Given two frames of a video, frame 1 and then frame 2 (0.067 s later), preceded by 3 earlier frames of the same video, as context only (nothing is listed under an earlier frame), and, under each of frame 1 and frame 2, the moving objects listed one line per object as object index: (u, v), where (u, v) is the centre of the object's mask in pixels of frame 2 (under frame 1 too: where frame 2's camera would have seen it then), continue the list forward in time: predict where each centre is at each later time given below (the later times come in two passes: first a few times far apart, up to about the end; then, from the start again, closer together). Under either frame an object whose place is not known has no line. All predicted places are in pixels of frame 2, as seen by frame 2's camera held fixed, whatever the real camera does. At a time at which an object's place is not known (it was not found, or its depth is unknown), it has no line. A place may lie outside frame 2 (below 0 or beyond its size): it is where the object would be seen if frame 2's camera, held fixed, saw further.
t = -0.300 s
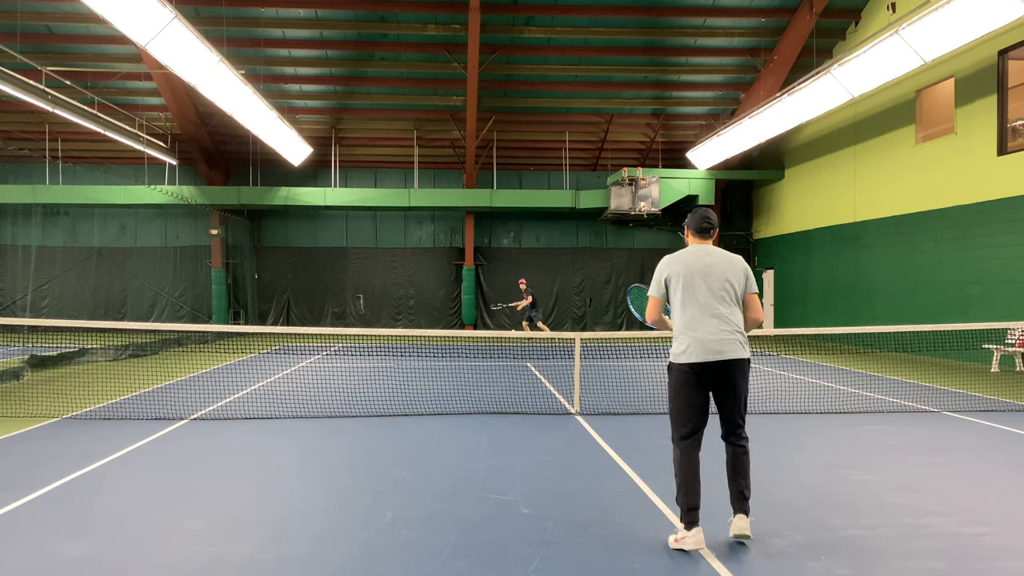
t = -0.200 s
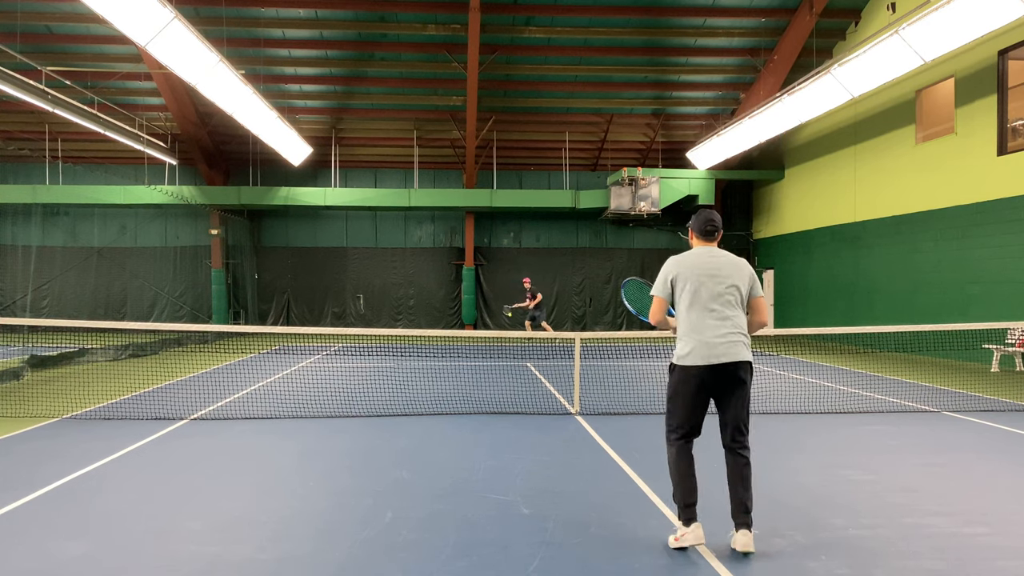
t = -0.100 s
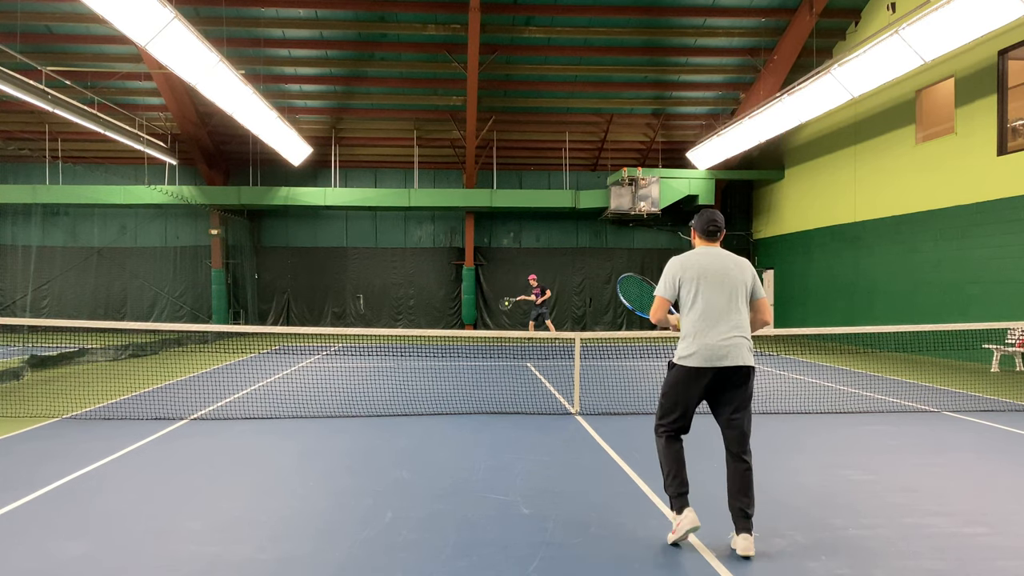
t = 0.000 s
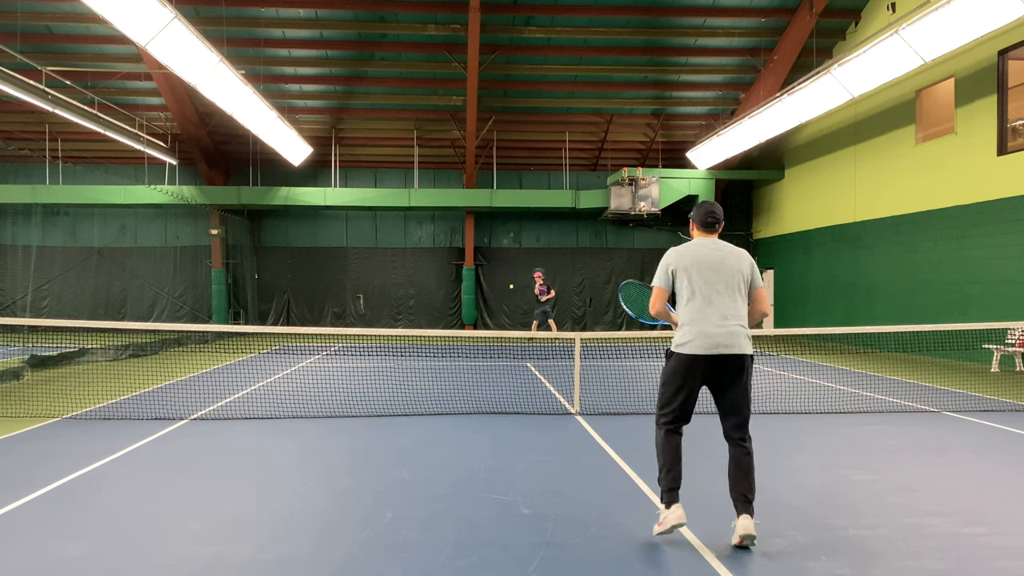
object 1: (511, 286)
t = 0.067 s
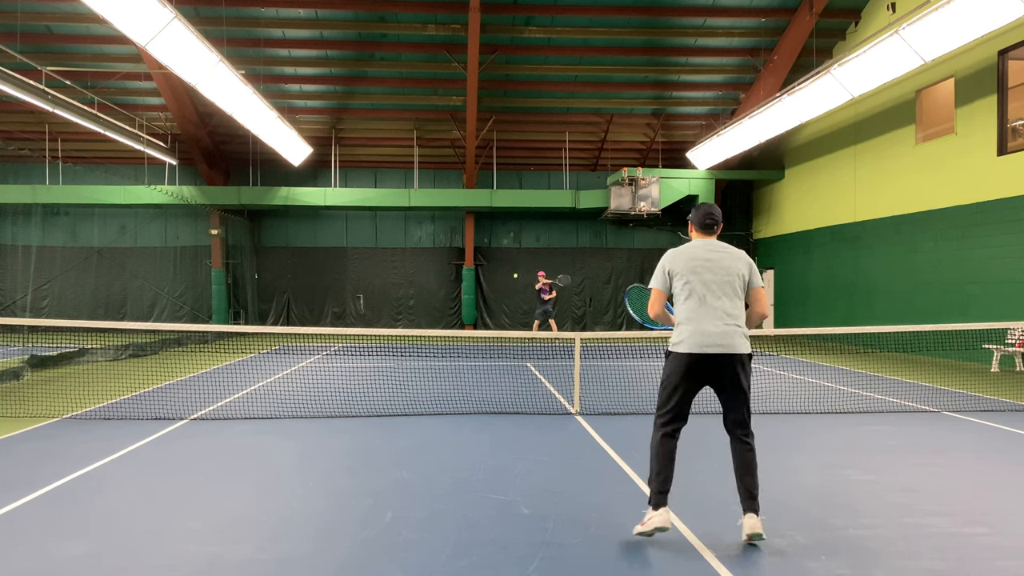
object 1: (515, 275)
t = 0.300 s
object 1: (533, 248)
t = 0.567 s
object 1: (565, 257)
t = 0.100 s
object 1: (517, 271)
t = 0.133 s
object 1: (520, 266)
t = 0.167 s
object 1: (522, 261)
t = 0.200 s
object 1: (524, 257)
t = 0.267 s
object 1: (530, 250)
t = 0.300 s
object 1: (533, 248)
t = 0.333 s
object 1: (536, 246)
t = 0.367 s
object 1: (540, 244)
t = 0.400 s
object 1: (543, 244)
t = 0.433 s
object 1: (547, 244)
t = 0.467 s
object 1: (551, 246)
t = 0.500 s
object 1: (555, 248)
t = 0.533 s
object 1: (560, 252)
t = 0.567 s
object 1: (565, 257)
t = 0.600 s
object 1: (571, 264)
